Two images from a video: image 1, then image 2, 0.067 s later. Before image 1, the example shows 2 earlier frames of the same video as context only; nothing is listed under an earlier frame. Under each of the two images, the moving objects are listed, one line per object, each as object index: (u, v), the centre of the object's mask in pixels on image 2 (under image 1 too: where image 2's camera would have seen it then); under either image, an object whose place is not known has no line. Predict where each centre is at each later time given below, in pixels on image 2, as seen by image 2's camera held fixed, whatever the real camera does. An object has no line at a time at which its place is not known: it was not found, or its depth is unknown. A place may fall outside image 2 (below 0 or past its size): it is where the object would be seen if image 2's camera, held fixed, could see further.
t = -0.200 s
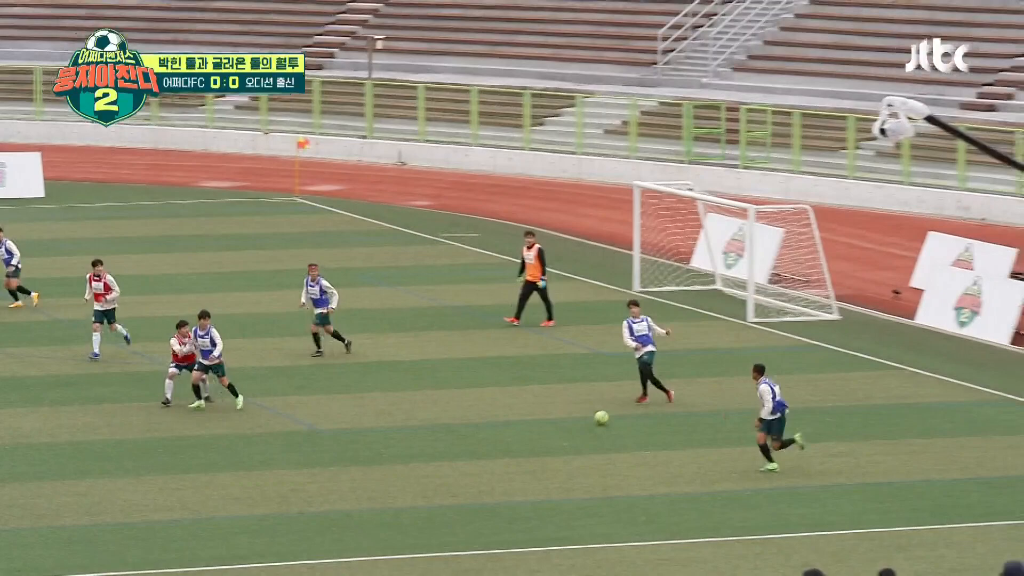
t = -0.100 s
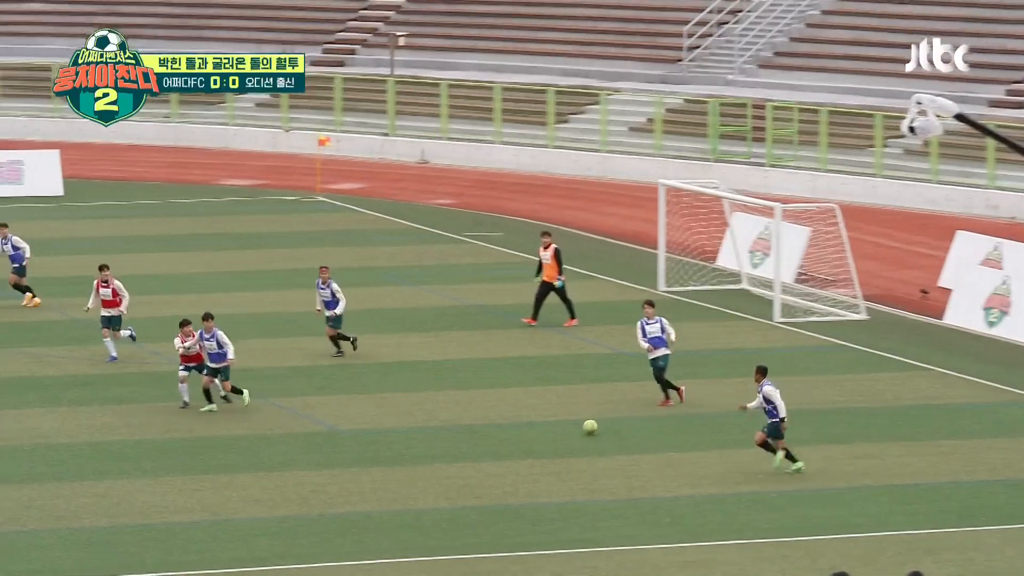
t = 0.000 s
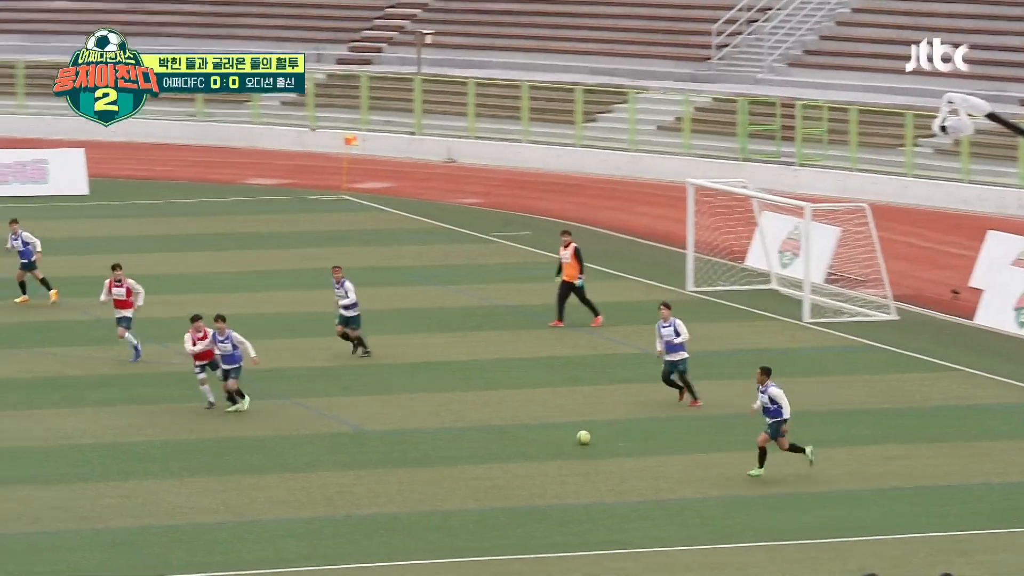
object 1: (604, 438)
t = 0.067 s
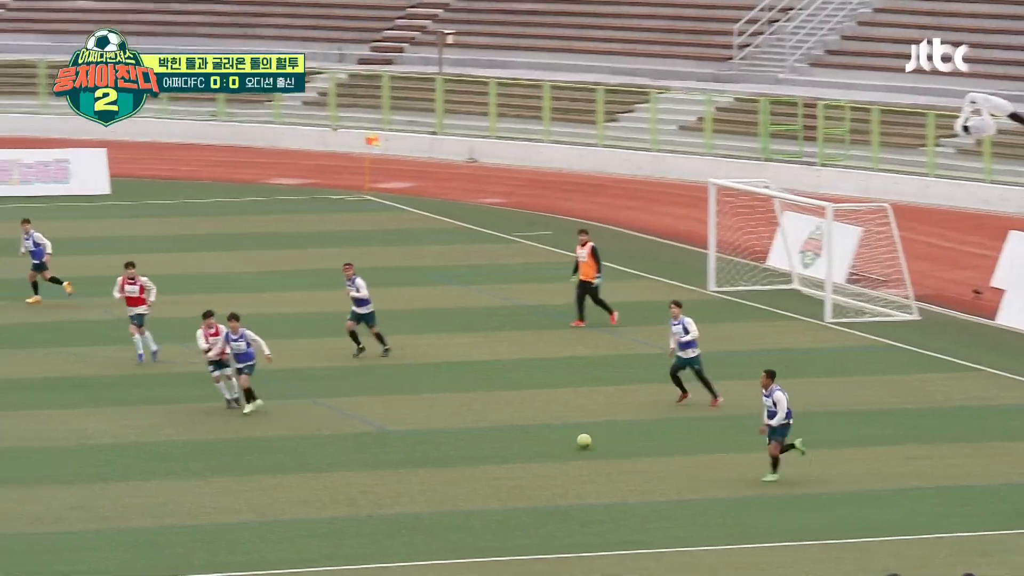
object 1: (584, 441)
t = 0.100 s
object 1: (574, 444)
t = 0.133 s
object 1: (564, 447)
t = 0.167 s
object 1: (555, 449)
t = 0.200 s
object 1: (547, 450)
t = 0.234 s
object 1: (537, 453)
